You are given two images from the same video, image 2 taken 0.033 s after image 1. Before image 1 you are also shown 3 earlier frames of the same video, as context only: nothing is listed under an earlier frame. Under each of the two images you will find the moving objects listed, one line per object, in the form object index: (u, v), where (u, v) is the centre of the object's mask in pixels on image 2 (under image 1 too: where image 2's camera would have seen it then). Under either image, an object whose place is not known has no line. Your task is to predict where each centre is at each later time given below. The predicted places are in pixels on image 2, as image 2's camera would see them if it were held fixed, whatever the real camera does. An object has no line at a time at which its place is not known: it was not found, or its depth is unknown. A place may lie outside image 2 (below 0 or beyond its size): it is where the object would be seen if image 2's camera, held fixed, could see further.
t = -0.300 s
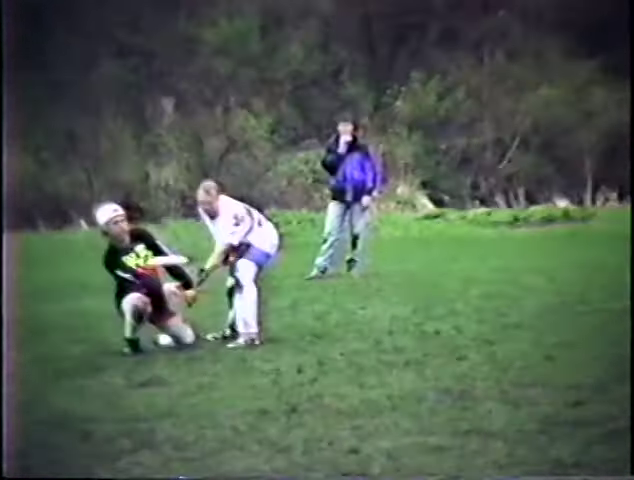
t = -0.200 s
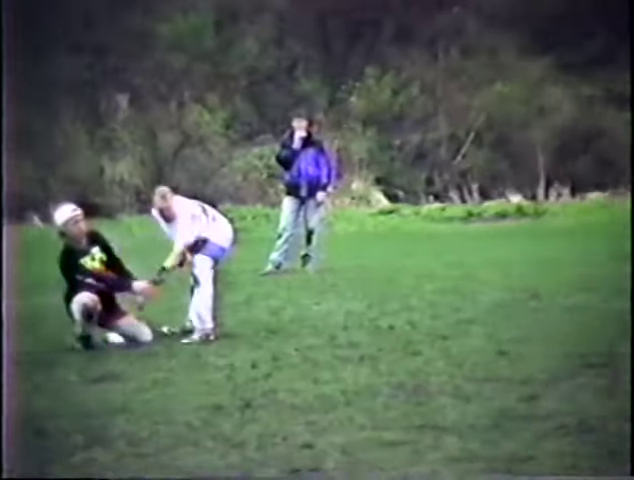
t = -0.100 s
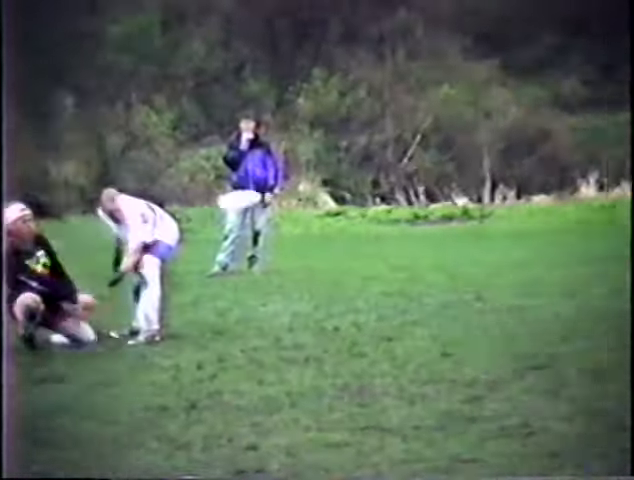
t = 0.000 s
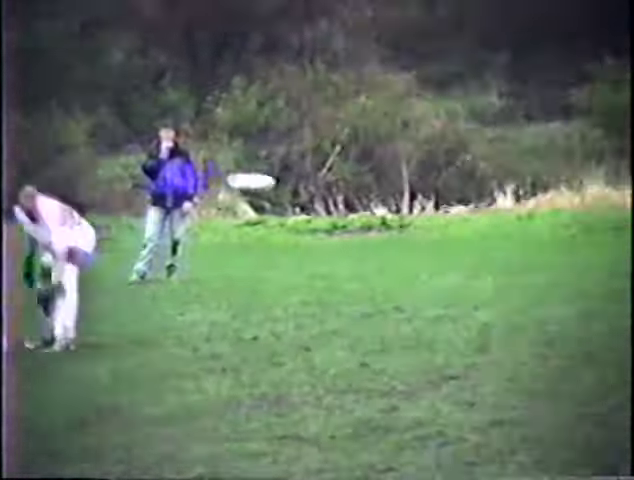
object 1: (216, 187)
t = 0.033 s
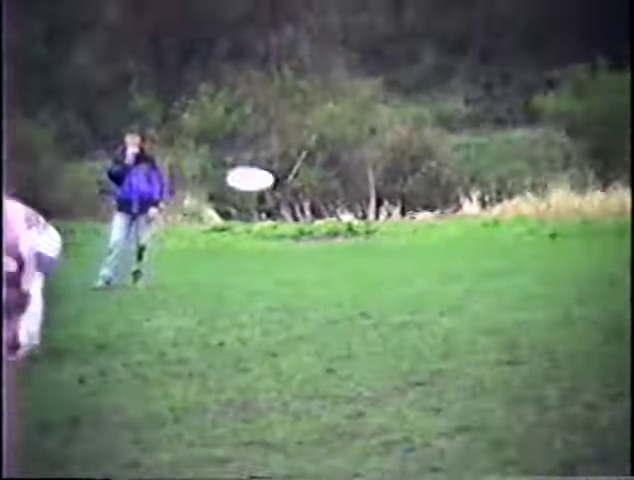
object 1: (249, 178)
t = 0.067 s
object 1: (282, 170)
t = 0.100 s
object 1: (316, 161)
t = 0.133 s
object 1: (350, 153)
